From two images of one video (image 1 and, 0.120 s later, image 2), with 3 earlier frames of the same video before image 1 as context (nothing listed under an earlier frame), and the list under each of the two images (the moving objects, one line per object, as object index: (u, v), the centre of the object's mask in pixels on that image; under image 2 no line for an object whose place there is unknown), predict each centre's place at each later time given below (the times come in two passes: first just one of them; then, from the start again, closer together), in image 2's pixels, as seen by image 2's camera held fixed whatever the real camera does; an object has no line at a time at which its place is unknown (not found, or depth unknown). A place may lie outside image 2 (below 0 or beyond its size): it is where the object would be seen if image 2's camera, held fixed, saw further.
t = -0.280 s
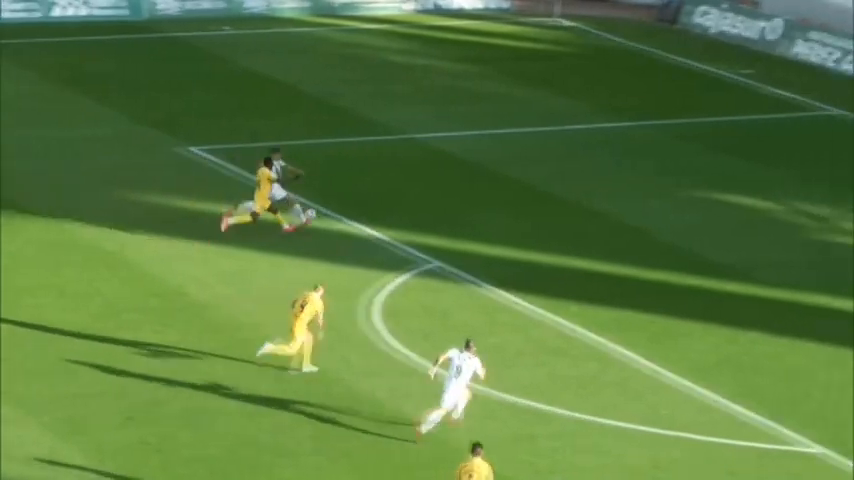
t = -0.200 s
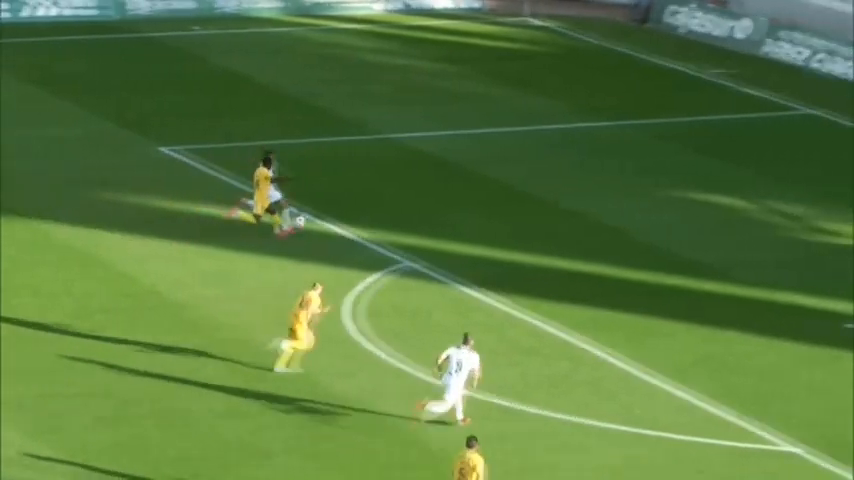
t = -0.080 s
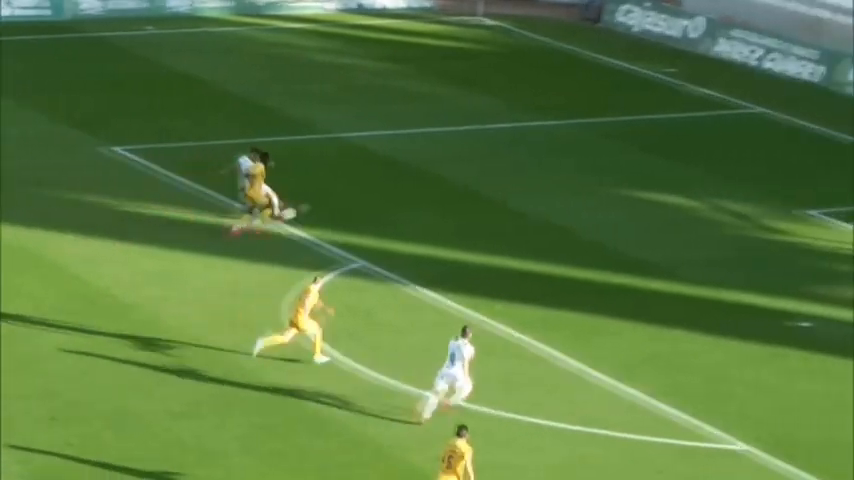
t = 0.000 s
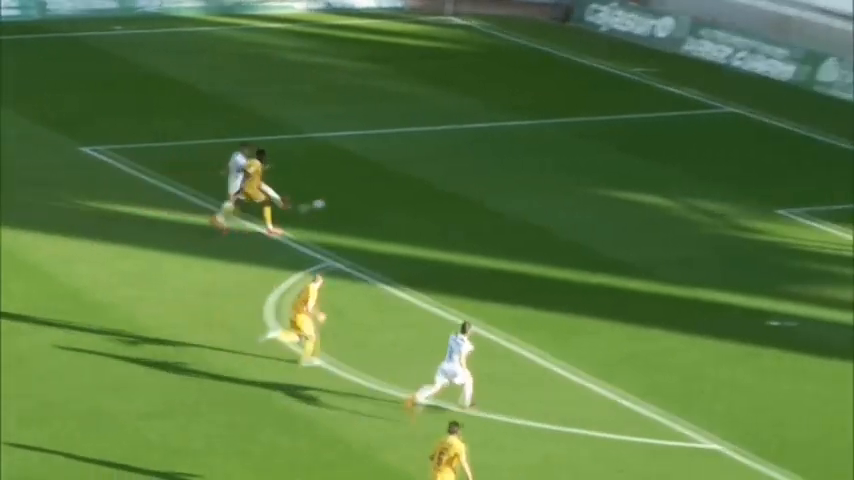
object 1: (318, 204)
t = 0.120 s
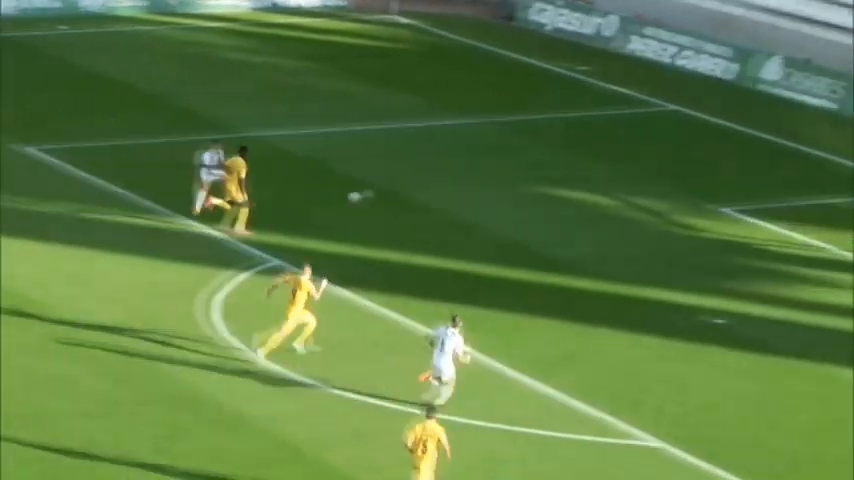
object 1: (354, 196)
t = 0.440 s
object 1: (561, 196)
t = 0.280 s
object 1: (465, 201)
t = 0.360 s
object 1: (516, 207)
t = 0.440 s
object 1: (561, 196)
